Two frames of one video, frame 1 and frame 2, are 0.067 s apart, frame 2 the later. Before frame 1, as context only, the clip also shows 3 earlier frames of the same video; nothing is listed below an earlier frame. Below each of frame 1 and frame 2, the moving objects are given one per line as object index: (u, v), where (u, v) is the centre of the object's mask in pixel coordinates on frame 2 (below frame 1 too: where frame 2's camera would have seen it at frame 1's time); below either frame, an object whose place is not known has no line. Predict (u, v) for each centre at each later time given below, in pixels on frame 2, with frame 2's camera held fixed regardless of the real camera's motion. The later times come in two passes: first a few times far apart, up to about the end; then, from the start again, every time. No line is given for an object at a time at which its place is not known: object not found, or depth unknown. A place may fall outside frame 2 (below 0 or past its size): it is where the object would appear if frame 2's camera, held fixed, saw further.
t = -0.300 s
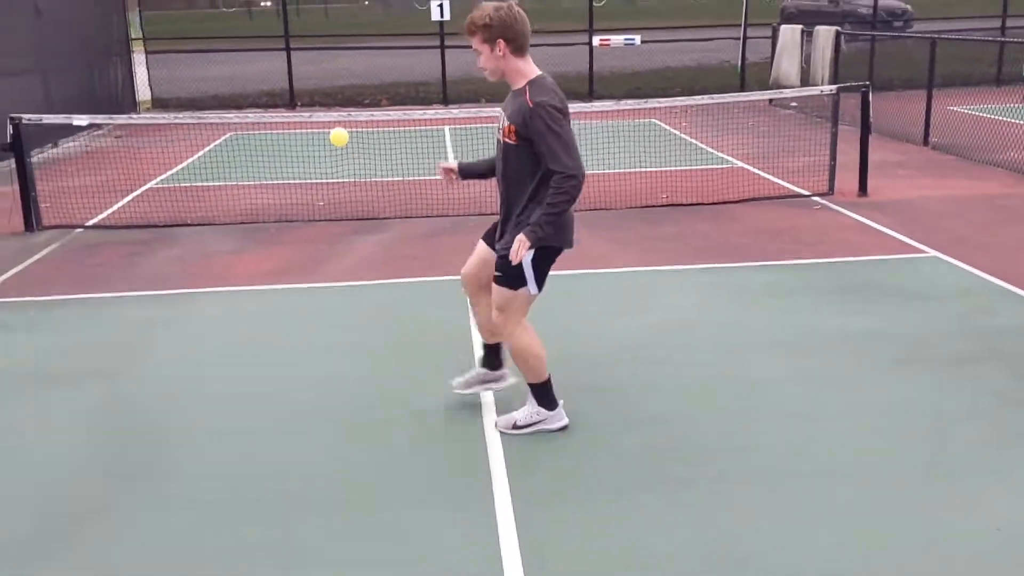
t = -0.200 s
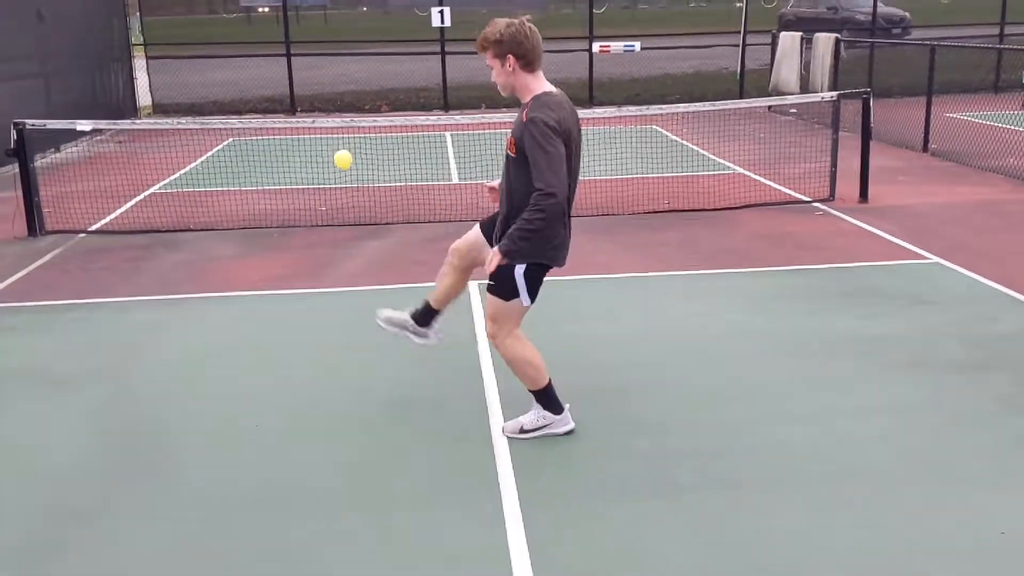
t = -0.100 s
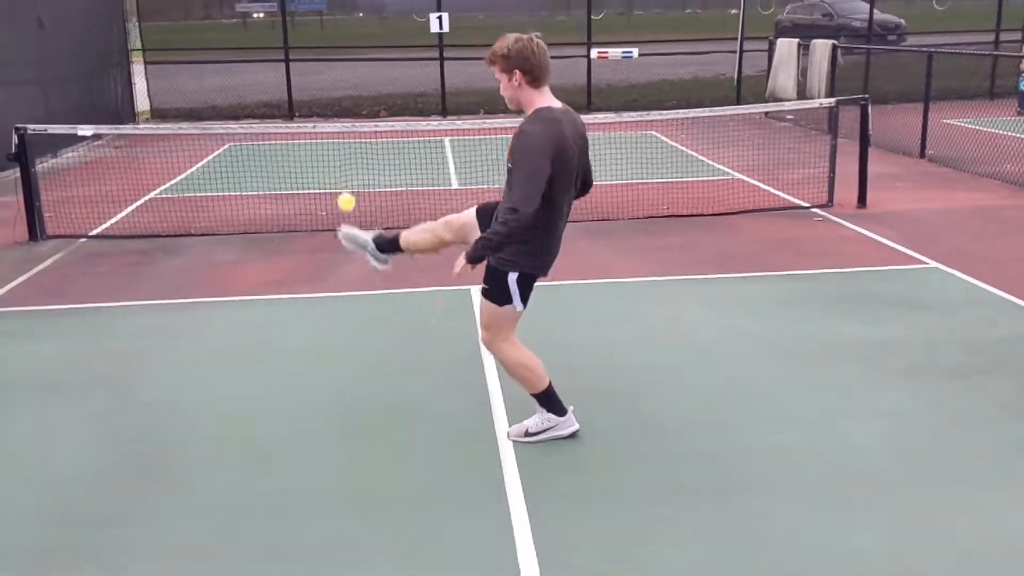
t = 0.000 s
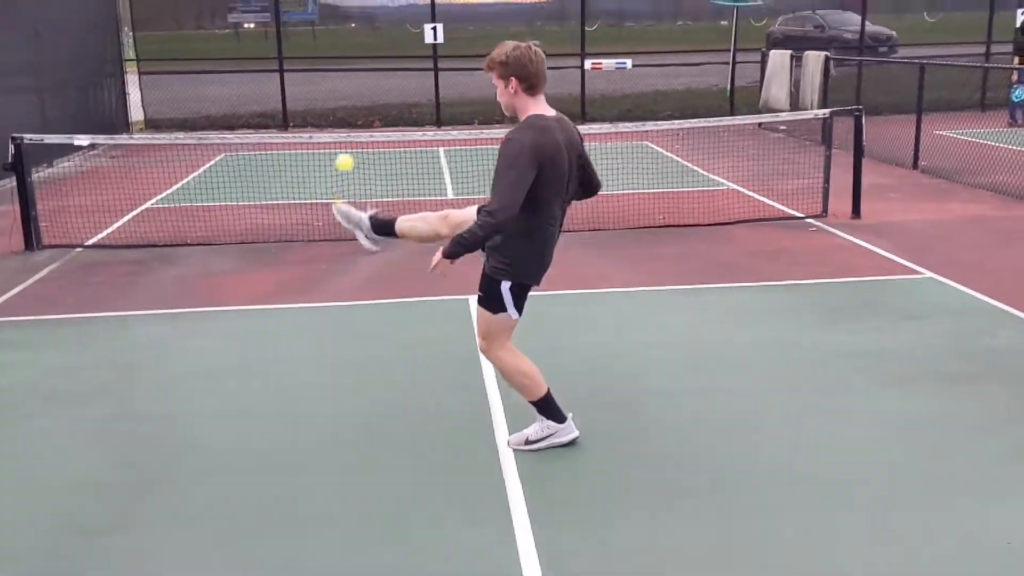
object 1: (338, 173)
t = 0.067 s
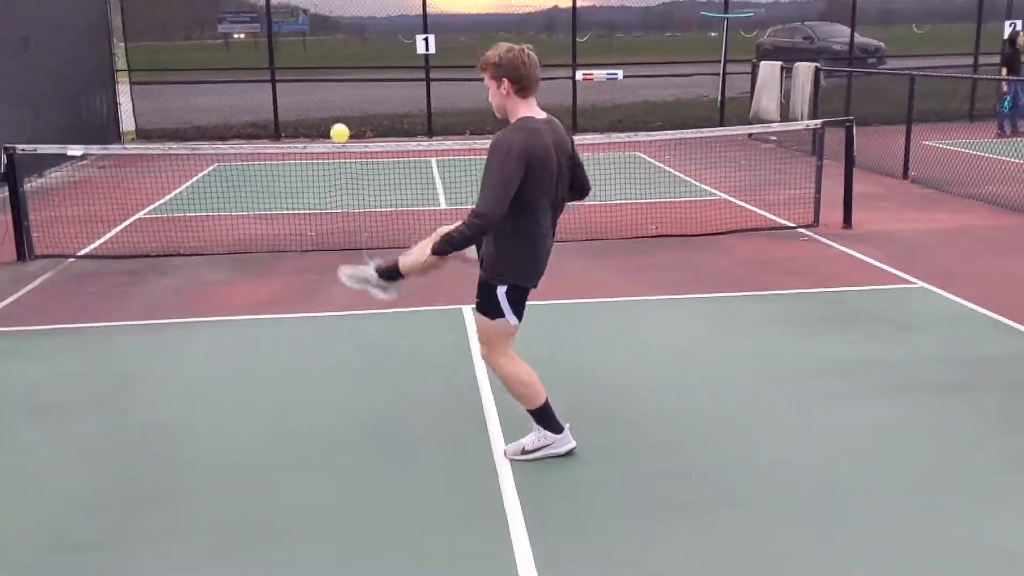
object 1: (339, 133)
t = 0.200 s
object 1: (346, 80)
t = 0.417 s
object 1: (361, 86)
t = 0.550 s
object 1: (369, 157)
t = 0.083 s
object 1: (340, 124)
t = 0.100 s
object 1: (341, 116)
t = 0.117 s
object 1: (342, 108)
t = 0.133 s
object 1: (343, 102)
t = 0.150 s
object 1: (343, 95)
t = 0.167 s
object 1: (344, 90)
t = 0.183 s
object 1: (345, 84)
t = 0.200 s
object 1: (346, 80)
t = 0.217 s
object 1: (347, 75)
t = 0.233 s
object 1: (348, 72)
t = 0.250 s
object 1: (349, 70)
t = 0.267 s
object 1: (351, 68)
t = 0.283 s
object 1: (352, 67)
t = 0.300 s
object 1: (353, 67)
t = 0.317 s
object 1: (354, 67)
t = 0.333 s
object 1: (355, 68)
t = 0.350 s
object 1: (356, 70)
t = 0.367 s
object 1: (357, 73)
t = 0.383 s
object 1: (359, 76)
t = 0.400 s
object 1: (360, 81)
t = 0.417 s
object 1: (361, 86)
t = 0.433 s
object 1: (362, 92)
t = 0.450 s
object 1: (363, 99)
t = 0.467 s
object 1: (365, 106)
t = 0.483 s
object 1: (366, 115)
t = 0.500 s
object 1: (367, 124)
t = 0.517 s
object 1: (368, 133)
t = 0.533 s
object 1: (368, 144)
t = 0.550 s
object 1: (369, 157)
